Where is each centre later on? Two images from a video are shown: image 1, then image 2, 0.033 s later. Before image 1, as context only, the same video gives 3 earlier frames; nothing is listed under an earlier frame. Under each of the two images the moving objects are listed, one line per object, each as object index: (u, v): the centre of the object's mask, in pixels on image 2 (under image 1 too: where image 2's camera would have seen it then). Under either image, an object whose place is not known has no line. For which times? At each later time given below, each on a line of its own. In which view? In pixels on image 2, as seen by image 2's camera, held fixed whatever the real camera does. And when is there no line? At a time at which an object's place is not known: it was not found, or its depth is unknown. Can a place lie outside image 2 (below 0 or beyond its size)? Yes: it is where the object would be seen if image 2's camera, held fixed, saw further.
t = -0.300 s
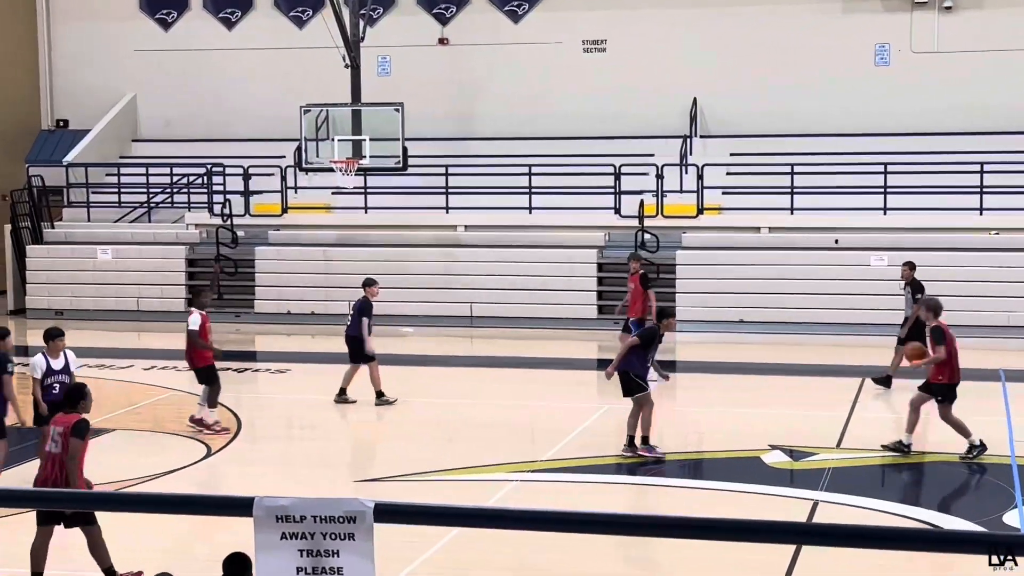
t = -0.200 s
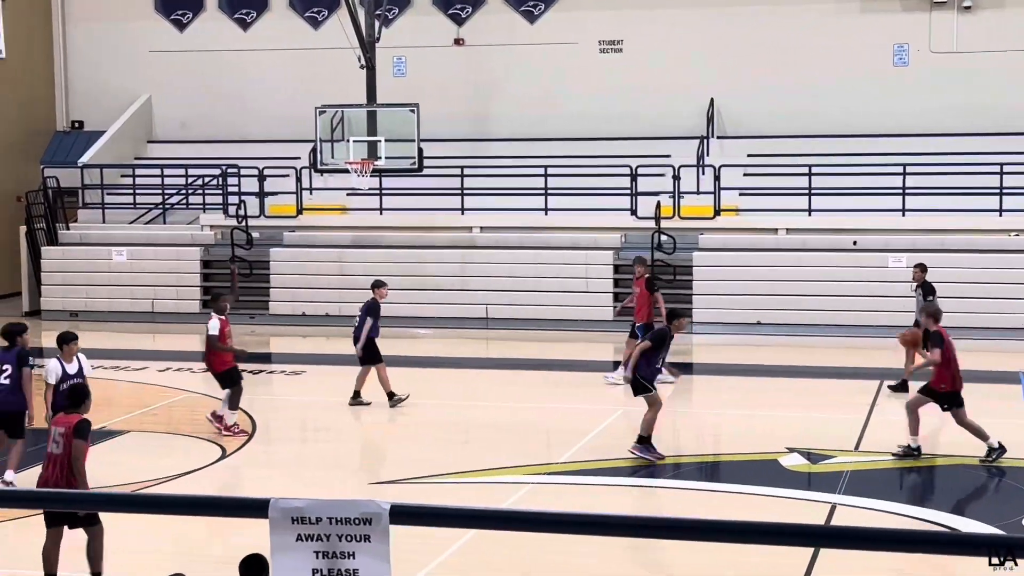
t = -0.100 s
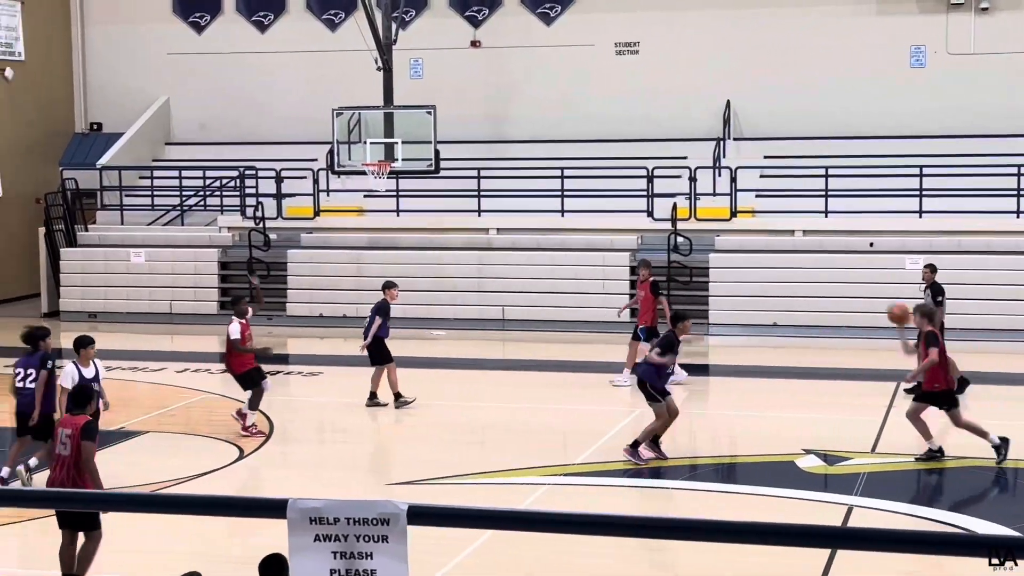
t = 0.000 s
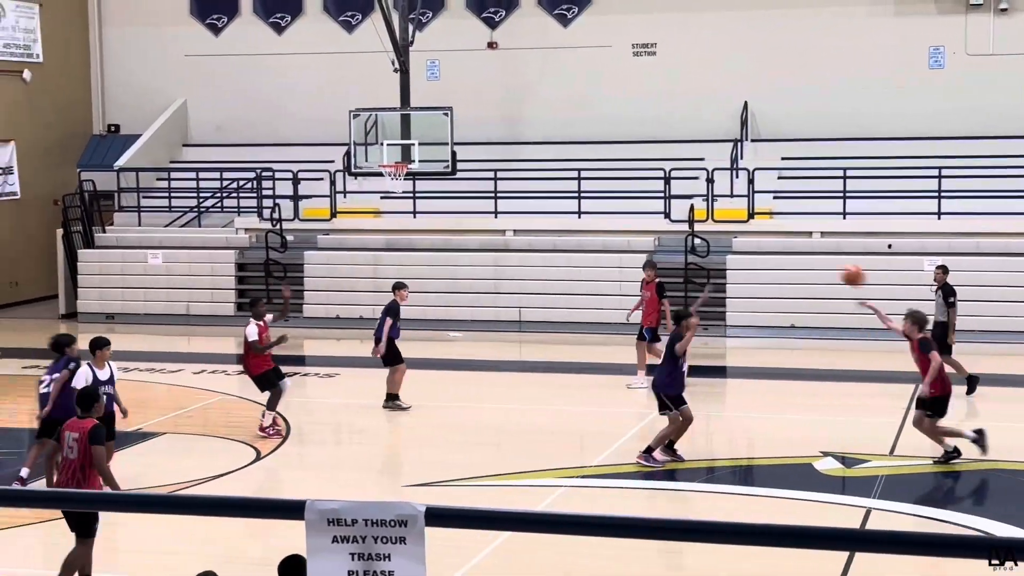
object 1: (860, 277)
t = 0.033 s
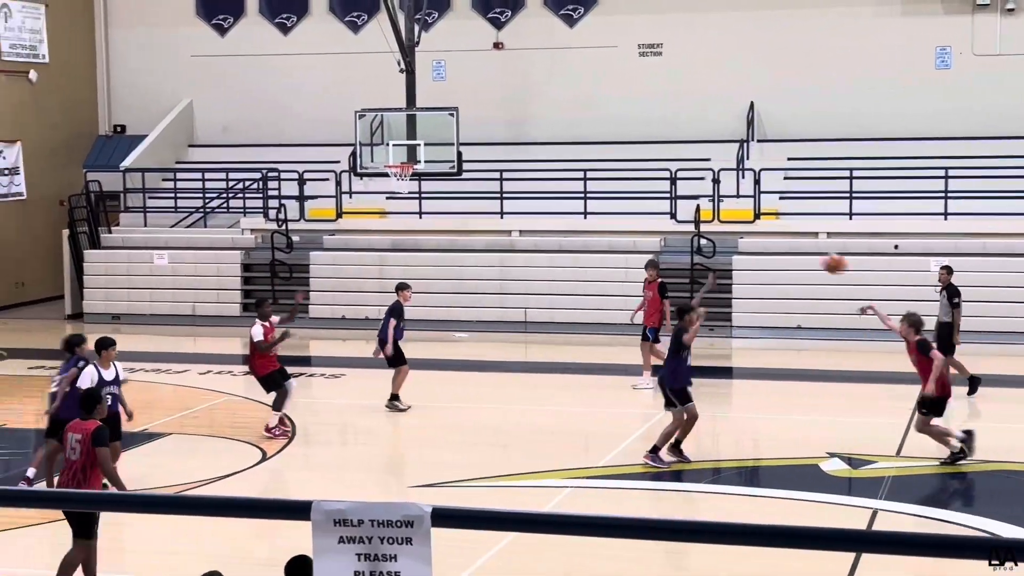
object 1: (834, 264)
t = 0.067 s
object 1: (808, 253)
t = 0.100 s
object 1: (783, 242)
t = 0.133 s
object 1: (759, 232)
